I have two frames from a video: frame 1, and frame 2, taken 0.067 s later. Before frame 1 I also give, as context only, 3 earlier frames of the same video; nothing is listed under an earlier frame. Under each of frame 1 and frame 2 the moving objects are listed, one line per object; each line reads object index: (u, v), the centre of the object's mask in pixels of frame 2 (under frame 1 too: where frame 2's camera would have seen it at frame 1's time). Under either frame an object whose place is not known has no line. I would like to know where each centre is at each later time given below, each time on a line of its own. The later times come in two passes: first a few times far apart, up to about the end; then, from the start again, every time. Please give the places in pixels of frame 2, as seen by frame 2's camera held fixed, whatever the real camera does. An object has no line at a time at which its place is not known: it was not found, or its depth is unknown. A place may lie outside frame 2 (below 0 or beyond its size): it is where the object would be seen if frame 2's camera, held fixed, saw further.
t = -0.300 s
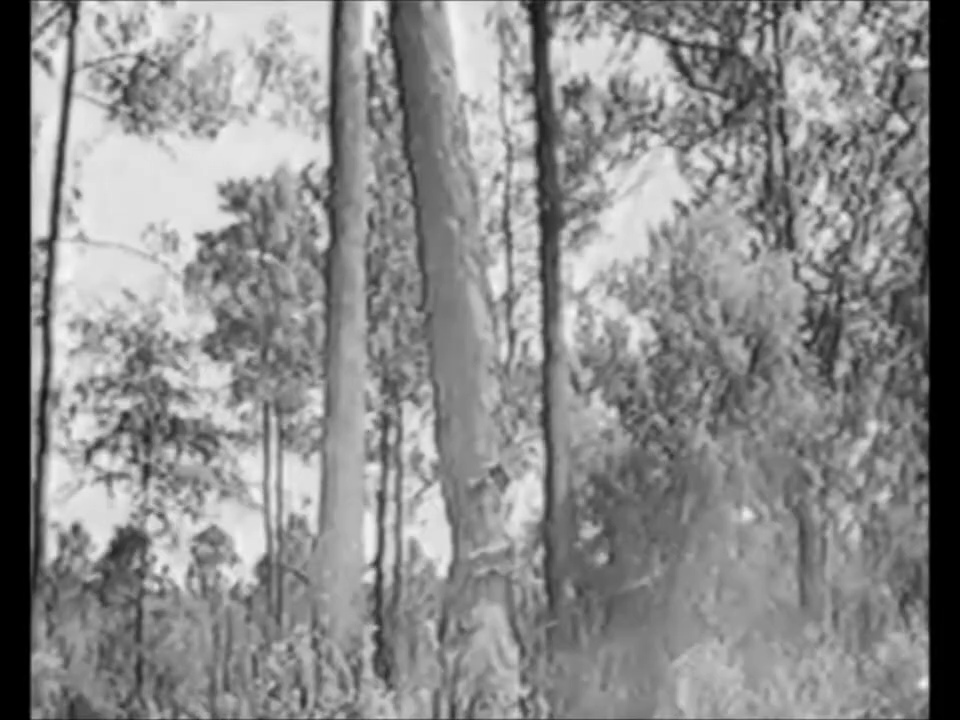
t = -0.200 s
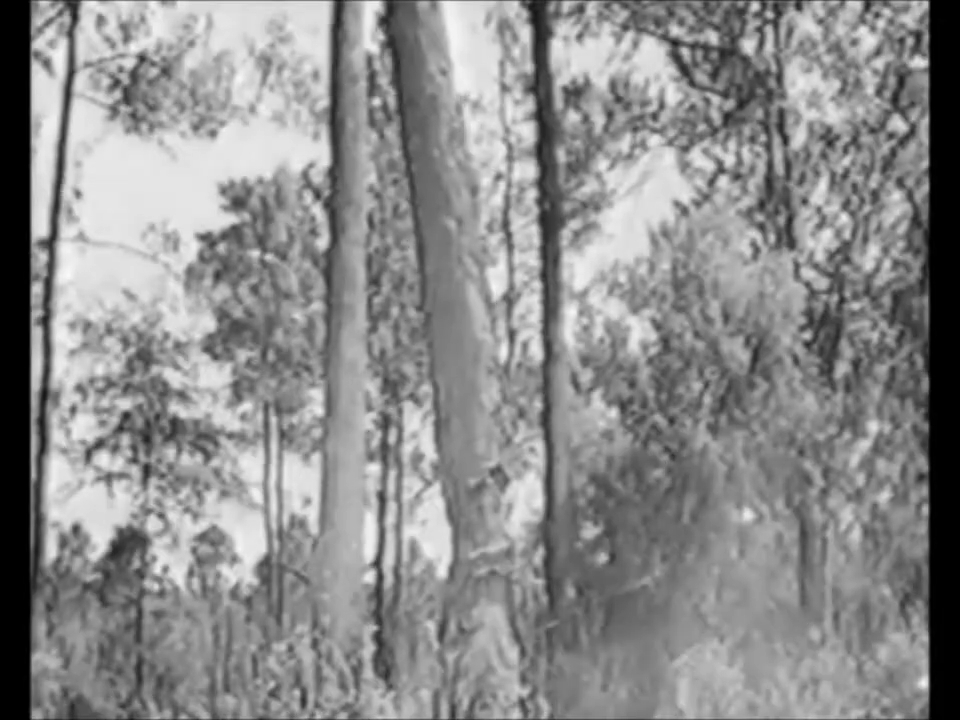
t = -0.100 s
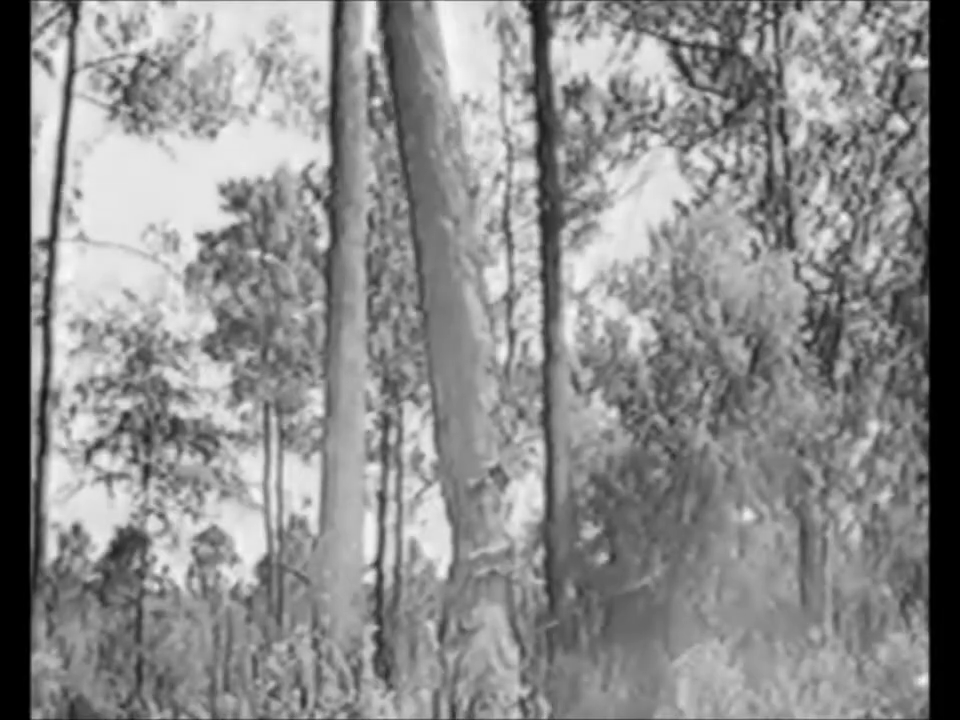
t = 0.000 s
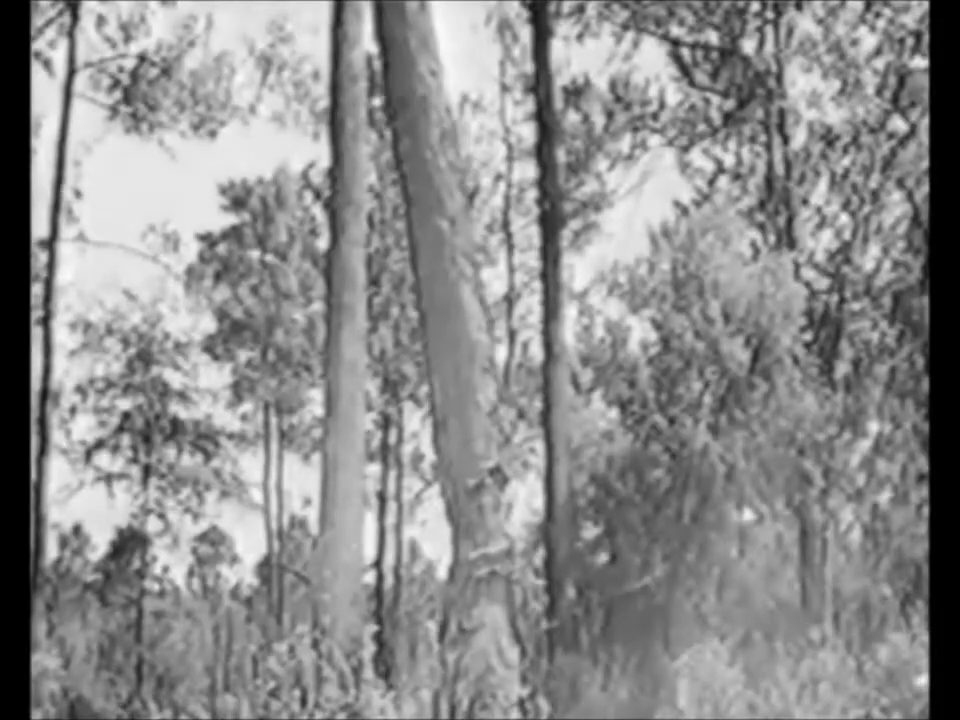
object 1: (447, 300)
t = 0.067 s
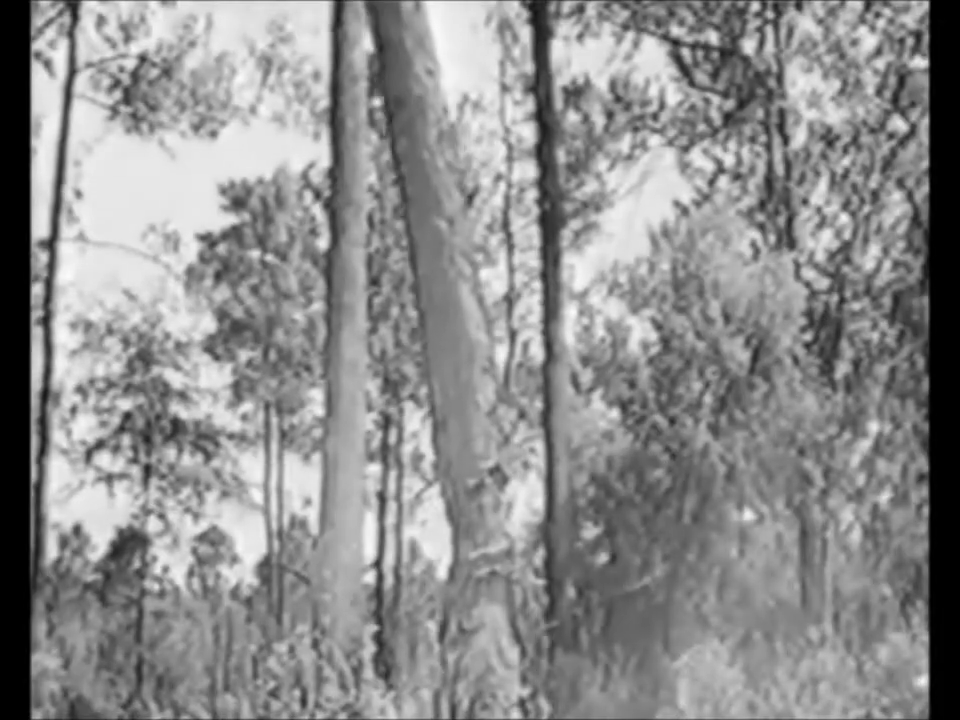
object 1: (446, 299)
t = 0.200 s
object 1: (441, 297)
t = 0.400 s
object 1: (432, 300)
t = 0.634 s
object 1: (419, 301)
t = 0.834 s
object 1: (404, 295)
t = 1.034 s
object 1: (388, 298)
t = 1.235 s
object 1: (369, 297)
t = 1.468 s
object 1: (343, 297)
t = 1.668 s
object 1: (312, 292)
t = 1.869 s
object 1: (275, 288)
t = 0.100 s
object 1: (444, 300)
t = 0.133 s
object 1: (443, 299)
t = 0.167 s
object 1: (441, 298)
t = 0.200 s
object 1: (441, 297)
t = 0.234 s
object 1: (439, 296)
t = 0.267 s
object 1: (438, 296)
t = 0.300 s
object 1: (436, 292)
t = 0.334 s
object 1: (434, 296)
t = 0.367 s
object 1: (433, 297)
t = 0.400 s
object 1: (432, 300)
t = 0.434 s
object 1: (432, 299)
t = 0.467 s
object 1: (429, 301)
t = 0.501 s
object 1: (427, 301)
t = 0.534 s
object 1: (427, 301)
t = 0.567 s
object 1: (424, 303)
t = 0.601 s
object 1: (422, 300)
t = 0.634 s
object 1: (419, 301)
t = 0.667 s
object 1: (417, 301)
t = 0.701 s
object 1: (416, 300)
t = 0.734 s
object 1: (412, 299)
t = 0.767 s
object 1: (411, 298)
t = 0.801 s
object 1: (408, 299)
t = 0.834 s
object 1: (404, 295)
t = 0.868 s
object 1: (403, 300)
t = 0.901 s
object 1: (399, 301)
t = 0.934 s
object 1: (398, 300)
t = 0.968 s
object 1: (394, 299)
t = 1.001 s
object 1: (391, 298)
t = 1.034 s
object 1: (388, 298)
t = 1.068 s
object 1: (385, 298)
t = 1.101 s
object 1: (384, 299)
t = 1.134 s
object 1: (381, 301)
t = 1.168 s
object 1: (375, 298)
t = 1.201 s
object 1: (374, 298)
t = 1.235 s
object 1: (369, 297)
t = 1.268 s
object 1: (367, 300)
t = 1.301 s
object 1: (362, 299)
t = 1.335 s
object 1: (360, 303)
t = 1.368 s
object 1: (357, 302)
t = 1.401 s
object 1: (351, 297)
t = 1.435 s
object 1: (348, 297)
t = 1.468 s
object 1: (343, 297)
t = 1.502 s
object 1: (339, 298)
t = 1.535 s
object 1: (335, 297)
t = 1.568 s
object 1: (328, 293)
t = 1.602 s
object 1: (326, 294)
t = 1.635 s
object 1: (317, 290)
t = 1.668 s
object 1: (312, 292)
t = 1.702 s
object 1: (307, 287)
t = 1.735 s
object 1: (302, 292)
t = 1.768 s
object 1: (299, 293)
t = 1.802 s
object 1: (290, 291)
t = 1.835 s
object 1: (280, 290)
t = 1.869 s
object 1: (275, 288)
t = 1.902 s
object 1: (266, 286)
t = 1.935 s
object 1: (260, 286)
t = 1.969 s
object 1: (250, 288)
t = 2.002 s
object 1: (239, 290)
